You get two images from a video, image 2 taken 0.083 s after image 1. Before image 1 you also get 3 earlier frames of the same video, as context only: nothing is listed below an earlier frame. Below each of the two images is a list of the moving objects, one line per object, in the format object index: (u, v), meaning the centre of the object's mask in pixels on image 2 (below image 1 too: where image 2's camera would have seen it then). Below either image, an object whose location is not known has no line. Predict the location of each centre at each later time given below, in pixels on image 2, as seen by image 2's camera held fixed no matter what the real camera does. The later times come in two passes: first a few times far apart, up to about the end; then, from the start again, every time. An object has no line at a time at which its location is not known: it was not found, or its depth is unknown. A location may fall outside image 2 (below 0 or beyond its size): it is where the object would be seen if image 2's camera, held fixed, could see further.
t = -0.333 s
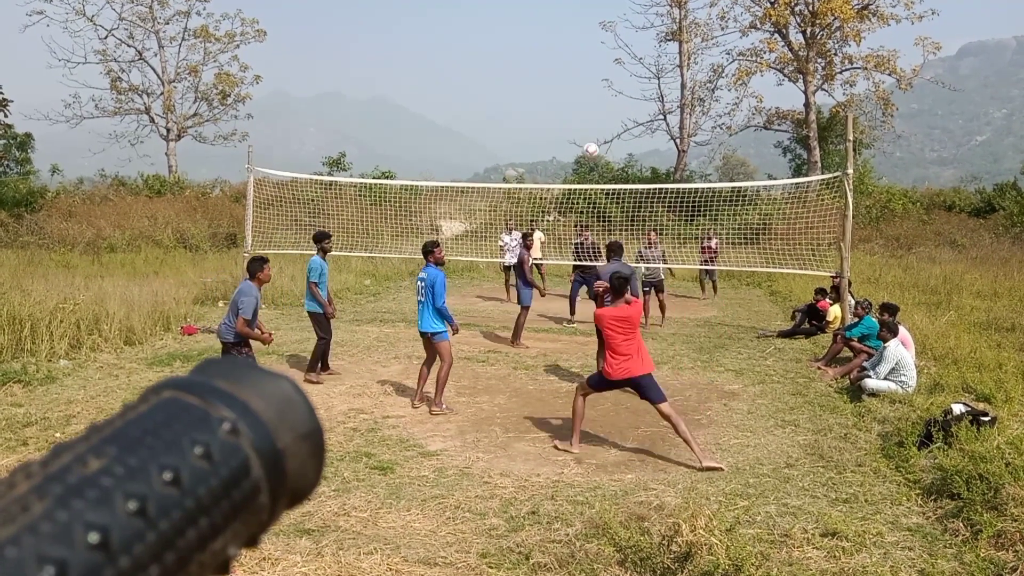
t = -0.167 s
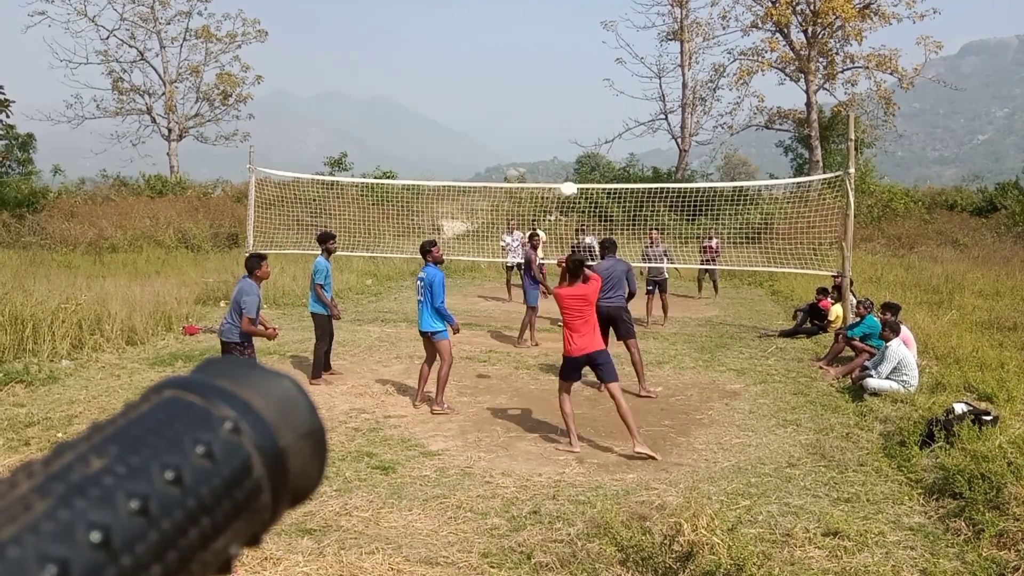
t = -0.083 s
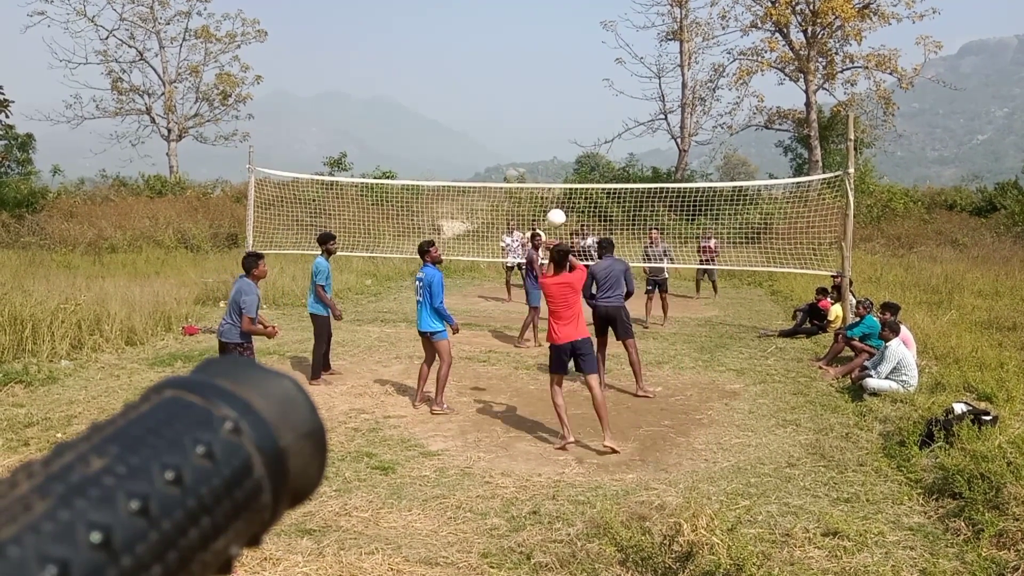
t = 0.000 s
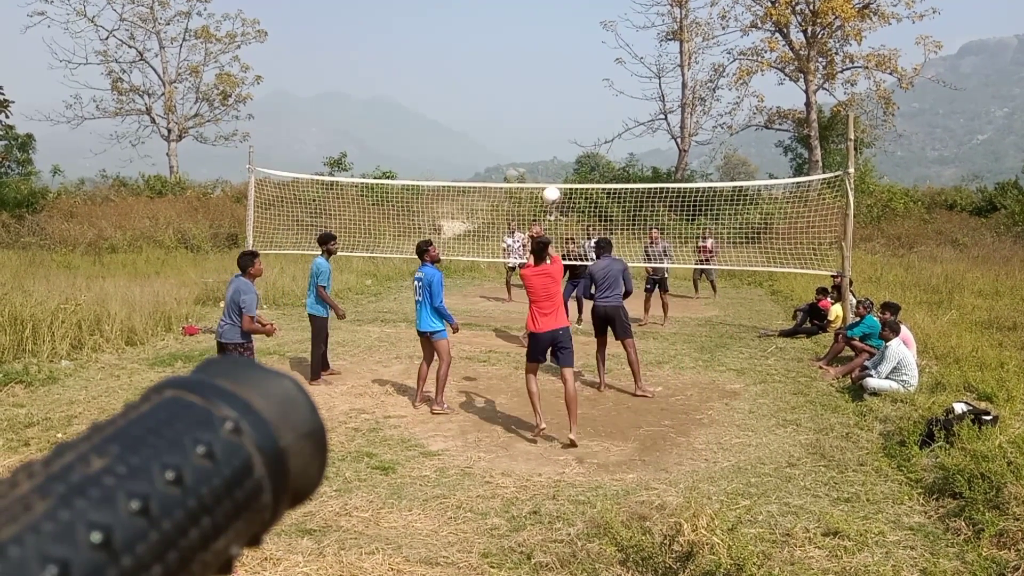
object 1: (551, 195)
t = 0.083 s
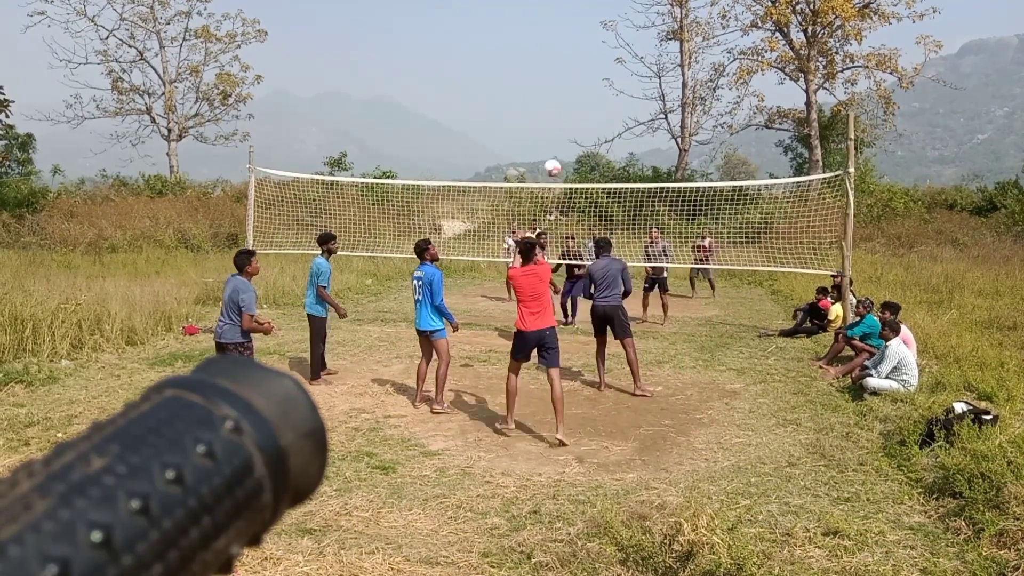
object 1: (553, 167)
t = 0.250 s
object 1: (554, 128)
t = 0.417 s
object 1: (554, 118)
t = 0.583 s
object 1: (554, 129)
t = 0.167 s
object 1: (553, 140)
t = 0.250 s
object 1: (554, 128)
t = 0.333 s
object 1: (554, 121)
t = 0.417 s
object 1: (554, 118)
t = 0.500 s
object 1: (554, 120)
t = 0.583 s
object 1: (554, 129)
